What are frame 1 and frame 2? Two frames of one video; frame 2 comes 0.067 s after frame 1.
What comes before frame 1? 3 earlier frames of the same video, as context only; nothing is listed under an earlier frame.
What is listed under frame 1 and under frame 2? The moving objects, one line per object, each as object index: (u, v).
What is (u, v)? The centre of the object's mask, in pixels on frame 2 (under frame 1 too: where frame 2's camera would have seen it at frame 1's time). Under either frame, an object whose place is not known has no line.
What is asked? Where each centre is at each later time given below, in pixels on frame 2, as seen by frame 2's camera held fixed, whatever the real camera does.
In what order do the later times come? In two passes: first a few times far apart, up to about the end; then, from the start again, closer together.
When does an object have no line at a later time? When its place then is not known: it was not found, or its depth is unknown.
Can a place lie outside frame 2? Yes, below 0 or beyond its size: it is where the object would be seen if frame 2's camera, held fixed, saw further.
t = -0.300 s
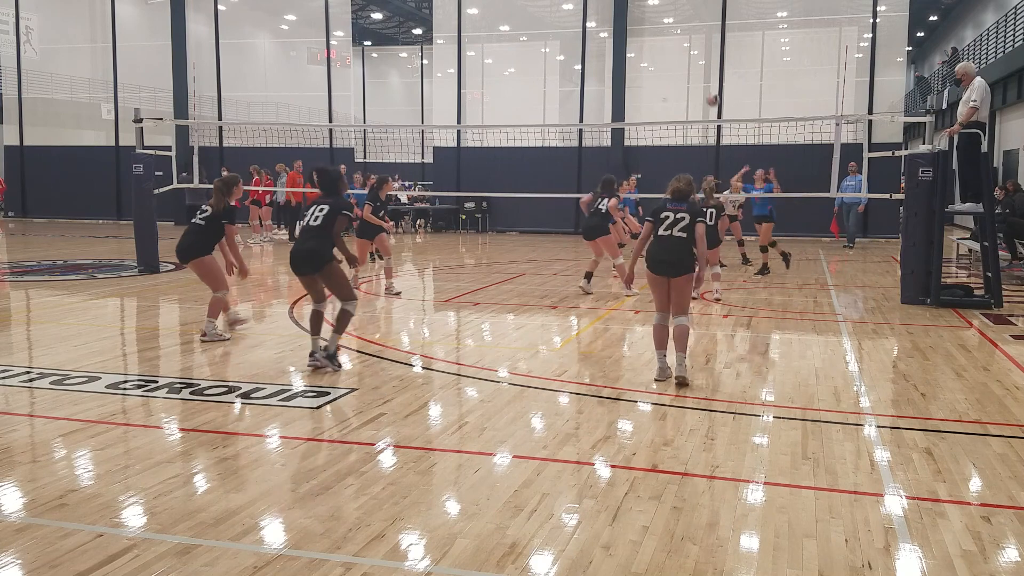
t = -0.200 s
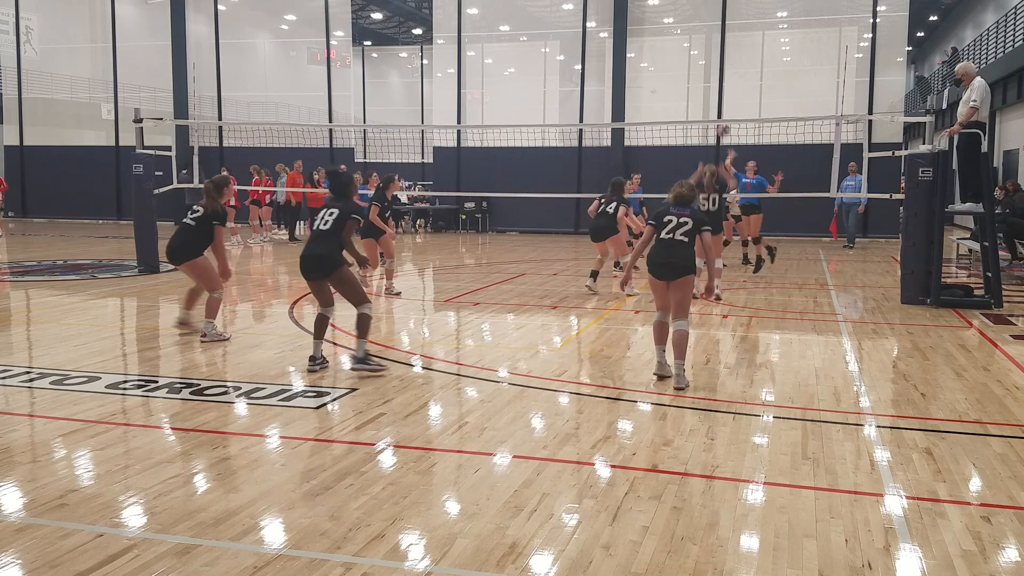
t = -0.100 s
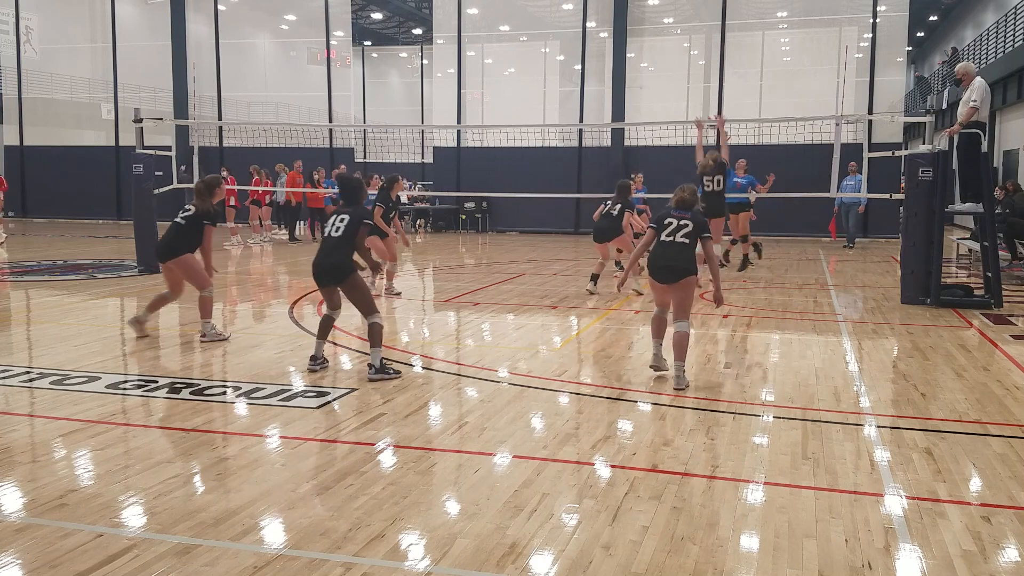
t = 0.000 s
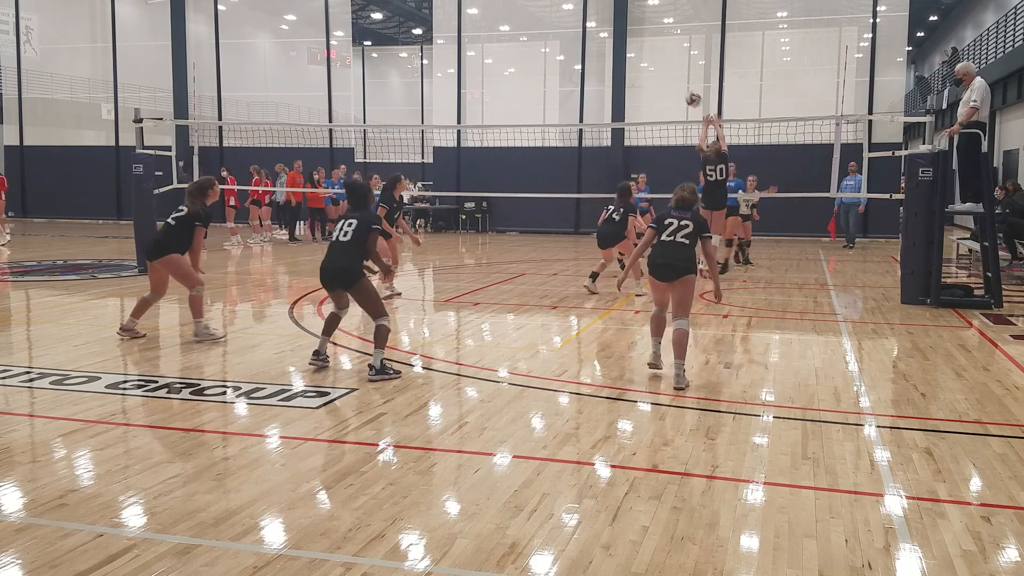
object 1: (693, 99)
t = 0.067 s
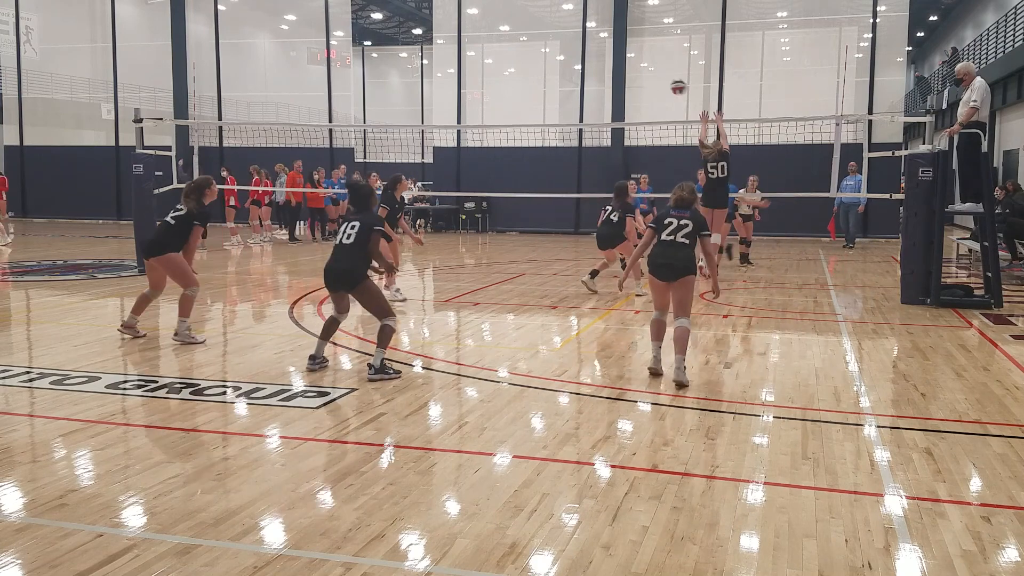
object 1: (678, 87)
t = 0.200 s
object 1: (644, 71)
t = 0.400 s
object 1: (579, 75)
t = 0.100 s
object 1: (670, 81)
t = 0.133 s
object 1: (662, 77)
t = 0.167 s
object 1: (653, 74)
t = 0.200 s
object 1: (644, 71)
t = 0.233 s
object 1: (634, 69)
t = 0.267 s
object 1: (623, 67)
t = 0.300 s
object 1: (614, 67)
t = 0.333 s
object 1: (602, 69)
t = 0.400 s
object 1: (579, 75)
